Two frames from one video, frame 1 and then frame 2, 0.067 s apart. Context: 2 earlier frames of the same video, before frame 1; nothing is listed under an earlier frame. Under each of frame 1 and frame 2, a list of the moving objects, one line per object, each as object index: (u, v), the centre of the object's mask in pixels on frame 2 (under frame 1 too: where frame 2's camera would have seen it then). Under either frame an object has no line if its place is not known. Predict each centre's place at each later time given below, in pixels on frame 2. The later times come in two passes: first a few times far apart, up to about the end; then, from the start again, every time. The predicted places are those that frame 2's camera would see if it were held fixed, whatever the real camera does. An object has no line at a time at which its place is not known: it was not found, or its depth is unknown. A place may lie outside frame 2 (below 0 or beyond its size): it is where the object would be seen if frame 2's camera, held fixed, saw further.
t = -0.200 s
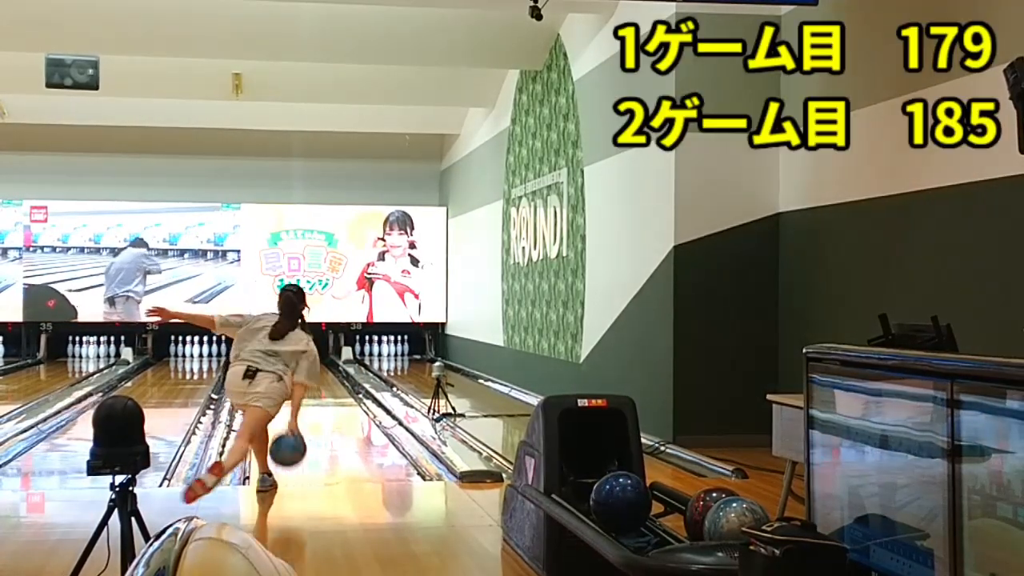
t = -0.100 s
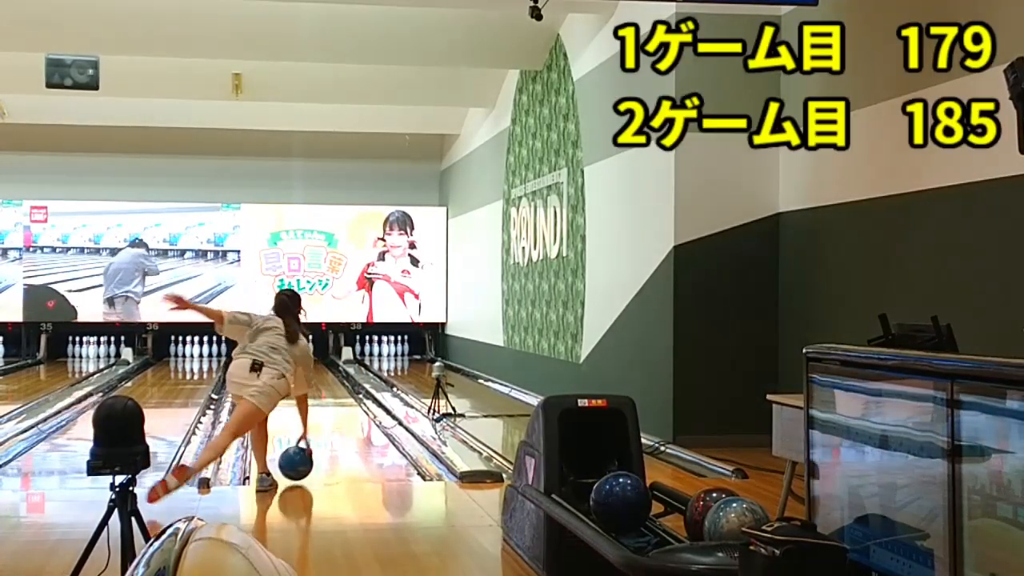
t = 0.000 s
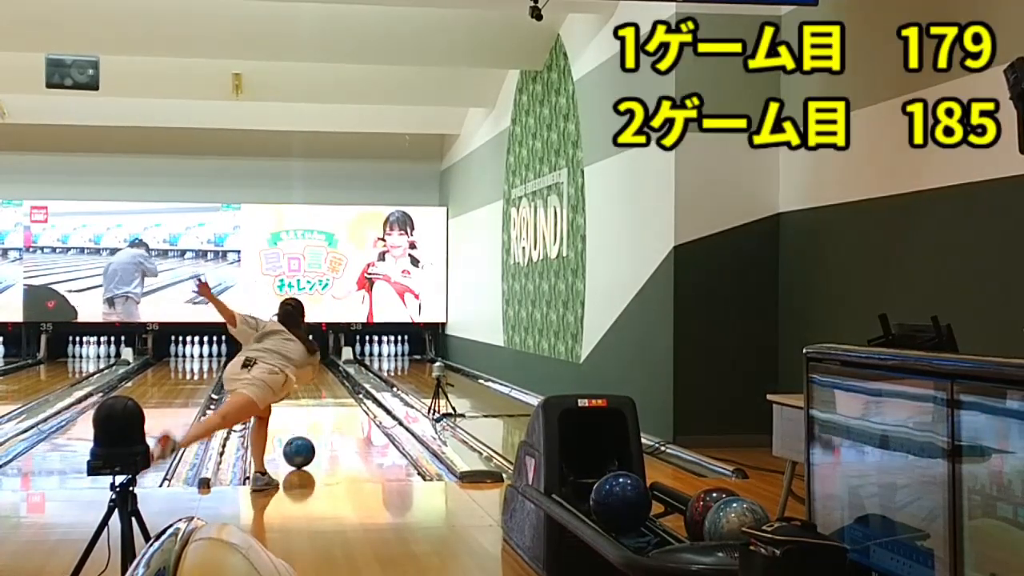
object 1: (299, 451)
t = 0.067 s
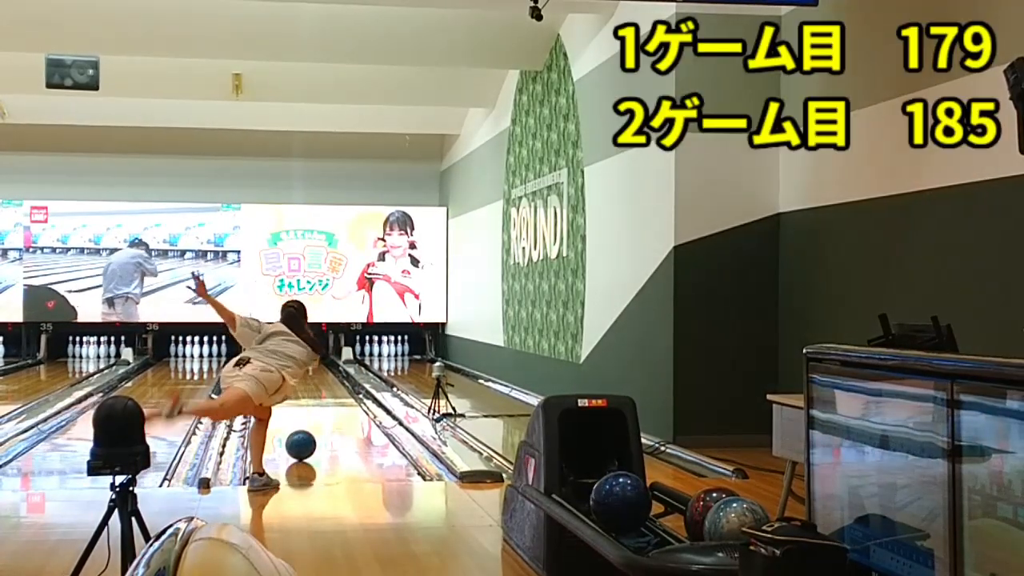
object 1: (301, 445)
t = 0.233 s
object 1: (304, 430)
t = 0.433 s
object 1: (307, 415)
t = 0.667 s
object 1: (310, 402)
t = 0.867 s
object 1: (312, 392)
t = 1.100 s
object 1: (313, 383)
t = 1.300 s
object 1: (314, 376)
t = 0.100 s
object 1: (301, 441)
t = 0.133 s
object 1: (302, 438)
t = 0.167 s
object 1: (303, 435)
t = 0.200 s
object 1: (303, 432)
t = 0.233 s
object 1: (304, 430)
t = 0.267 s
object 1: (305, 427)
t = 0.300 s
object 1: (305, 424)
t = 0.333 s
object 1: (306, 422)
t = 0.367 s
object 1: (306, 420)
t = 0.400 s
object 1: (307, 417)
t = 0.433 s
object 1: (307, 415)
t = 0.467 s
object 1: (308, 413)
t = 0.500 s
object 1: (308, 411)
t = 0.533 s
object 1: (308, 409)
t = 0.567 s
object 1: (309, 407)
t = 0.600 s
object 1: (309, 405)
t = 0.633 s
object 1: (310, 403)
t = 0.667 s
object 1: (310, 402)
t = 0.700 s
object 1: (309, 400)
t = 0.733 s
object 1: (311, 398)
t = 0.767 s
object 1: (311, 397)
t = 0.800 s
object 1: (311, 395)
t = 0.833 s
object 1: (311, 394)
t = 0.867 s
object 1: (312, 392)
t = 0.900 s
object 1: (312, 391)
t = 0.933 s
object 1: (312, 390)
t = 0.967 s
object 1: (312, 388)
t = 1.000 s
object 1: (312, 387)
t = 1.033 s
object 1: (313, 386)
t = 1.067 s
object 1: (313, 384)
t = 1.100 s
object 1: (313, 383)
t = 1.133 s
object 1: (313, 382)
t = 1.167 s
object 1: (313, 381)
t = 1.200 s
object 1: (314, 379)
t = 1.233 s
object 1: (314, 378)
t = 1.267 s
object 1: (314, 377)
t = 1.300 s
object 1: (314, 376)
